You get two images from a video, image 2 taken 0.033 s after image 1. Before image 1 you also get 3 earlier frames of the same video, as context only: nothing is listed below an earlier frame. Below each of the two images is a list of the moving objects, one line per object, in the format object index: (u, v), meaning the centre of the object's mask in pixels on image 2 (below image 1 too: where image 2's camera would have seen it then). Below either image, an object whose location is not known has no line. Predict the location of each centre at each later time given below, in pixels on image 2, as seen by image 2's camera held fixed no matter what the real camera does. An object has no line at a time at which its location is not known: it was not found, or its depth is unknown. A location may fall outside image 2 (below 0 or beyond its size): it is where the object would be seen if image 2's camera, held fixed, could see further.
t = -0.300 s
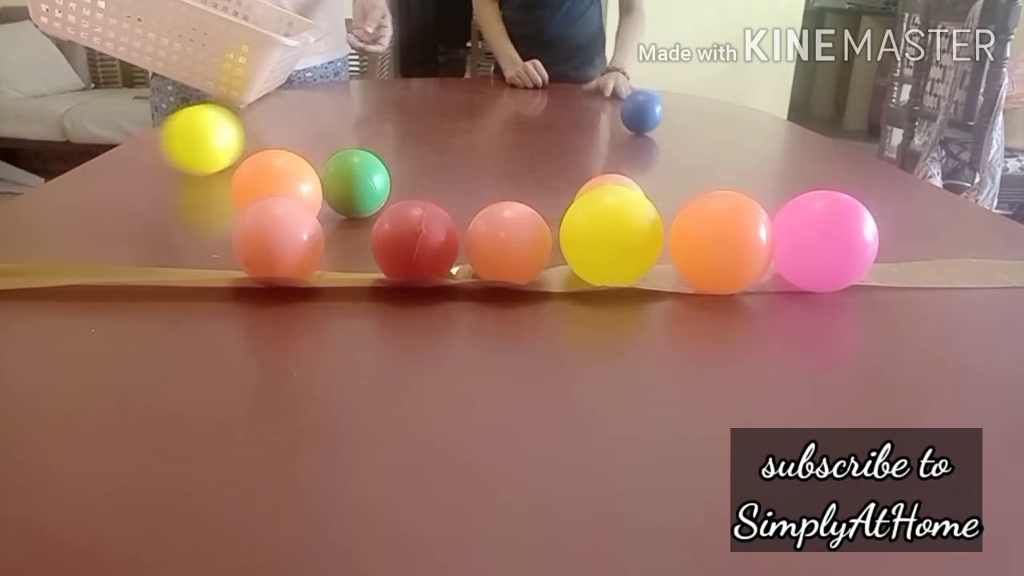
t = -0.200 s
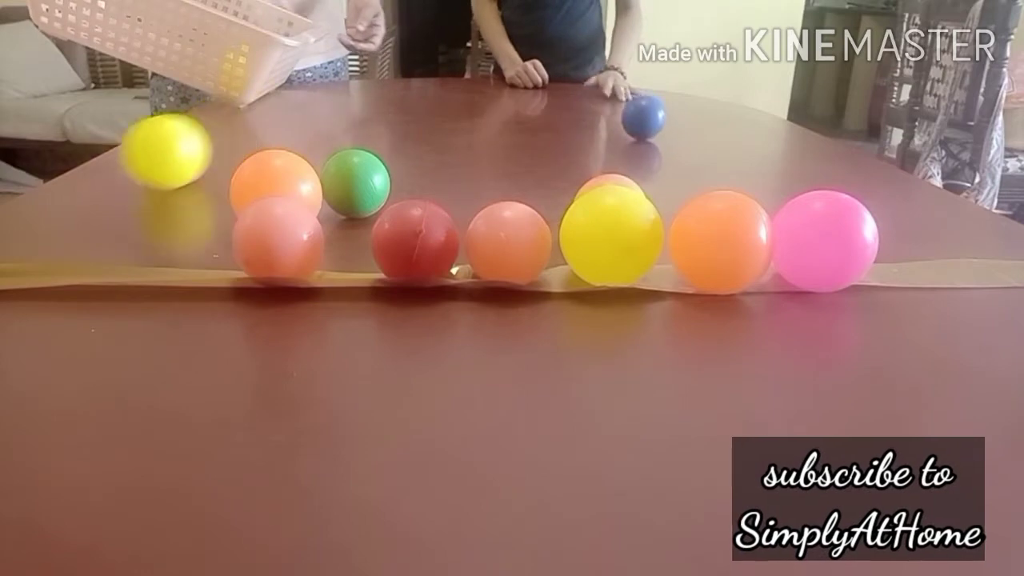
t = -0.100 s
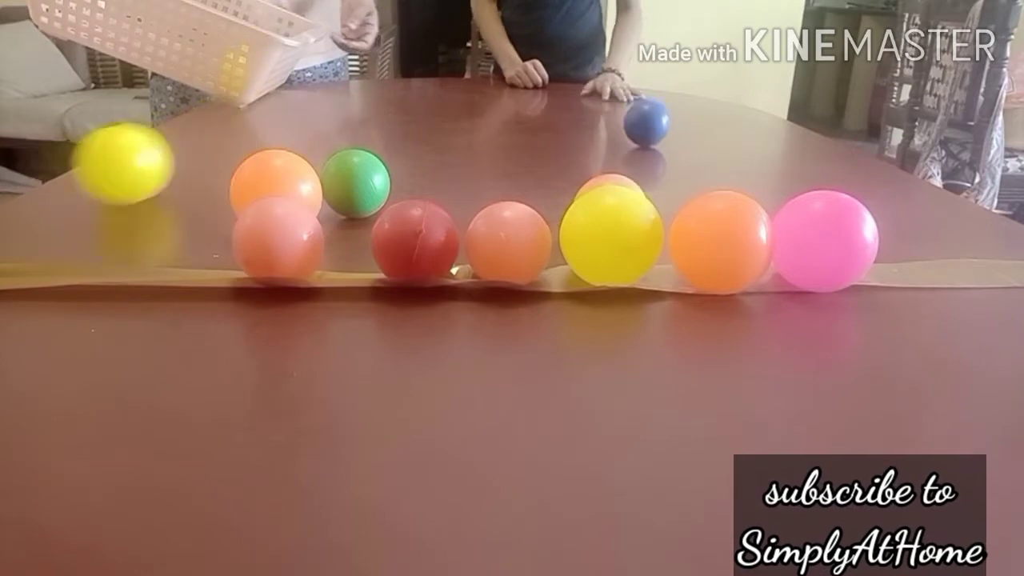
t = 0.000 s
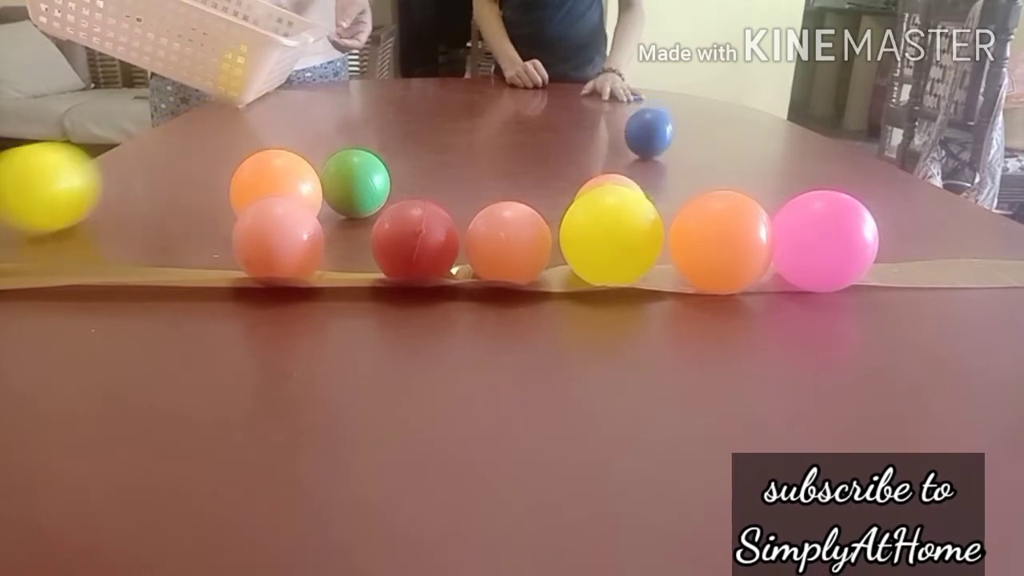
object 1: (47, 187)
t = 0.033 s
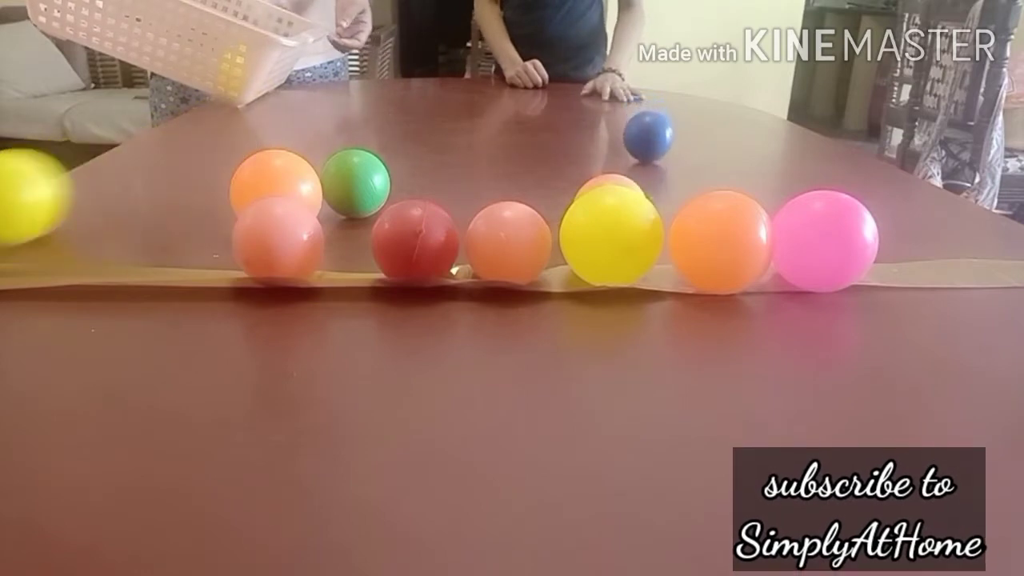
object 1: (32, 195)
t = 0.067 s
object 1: (19, 203)
